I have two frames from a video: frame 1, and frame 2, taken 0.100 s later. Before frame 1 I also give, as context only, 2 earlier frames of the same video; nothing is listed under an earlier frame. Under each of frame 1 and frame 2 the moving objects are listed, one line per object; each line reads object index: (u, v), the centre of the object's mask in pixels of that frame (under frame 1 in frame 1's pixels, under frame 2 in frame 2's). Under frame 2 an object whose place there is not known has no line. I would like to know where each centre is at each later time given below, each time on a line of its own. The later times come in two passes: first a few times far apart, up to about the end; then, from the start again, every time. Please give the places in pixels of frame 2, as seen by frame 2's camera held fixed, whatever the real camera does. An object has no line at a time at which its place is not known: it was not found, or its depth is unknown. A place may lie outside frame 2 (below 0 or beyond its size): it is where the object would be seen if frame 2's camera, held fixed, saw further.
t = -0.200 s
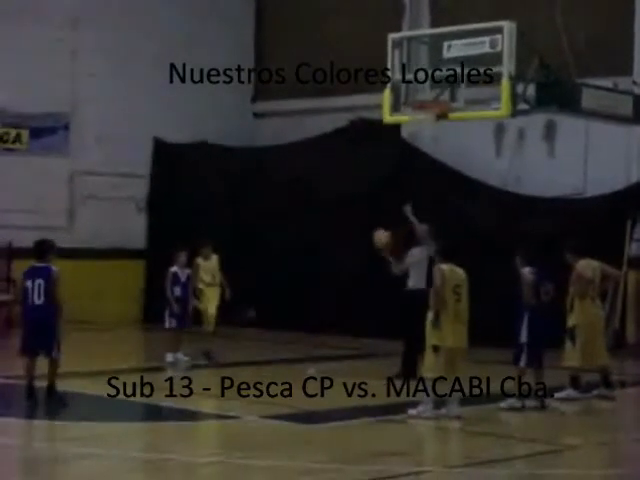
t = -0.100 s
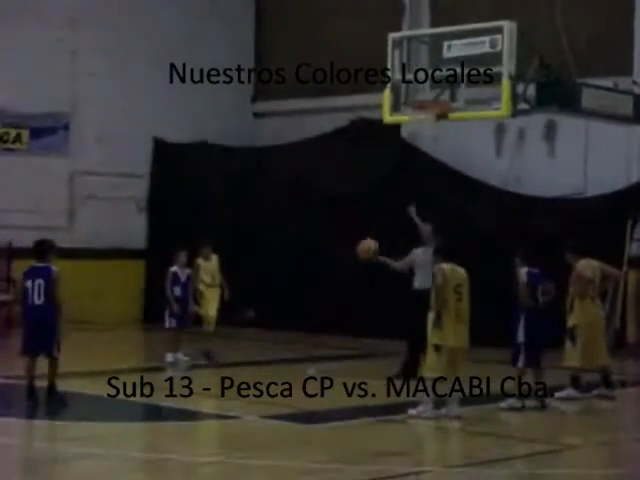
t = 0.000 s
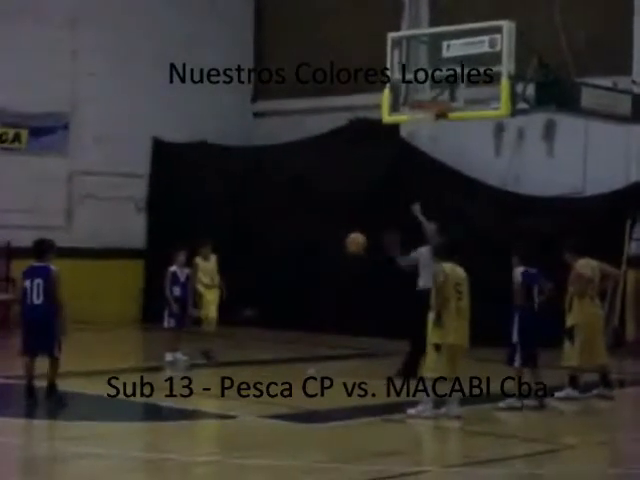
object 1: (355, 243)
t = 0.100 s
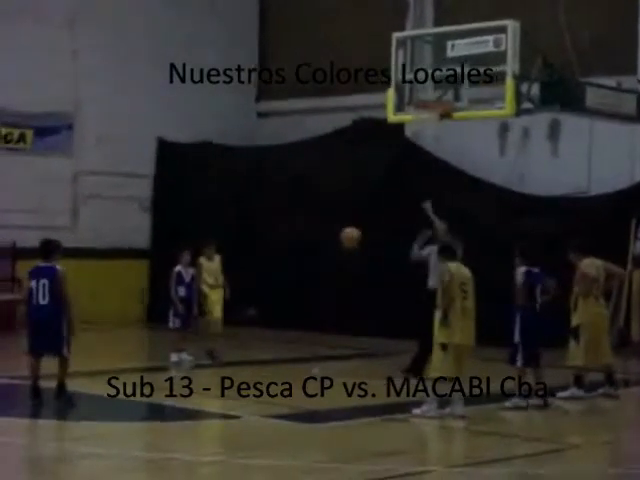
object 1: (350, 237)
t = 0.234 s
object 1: (334, 246)
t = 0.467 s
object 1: (304, 304)
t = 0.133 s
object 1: (346, 238)
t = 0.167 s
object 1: (342, 240)
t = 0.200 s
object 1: (338, 242)
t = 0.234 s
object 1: (334, 246)
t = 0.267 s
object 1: (331, 250)
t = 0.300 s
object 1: (326, 256)
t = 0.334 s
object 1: (323, 264)
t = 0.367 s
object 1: (318, 272)
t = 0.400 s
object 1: (312, 281)
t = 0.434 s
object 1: (309, 291)
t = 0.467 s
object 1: (304, 304)
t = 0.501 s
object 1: (300, 317)
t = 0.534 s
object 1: (297, 332)
